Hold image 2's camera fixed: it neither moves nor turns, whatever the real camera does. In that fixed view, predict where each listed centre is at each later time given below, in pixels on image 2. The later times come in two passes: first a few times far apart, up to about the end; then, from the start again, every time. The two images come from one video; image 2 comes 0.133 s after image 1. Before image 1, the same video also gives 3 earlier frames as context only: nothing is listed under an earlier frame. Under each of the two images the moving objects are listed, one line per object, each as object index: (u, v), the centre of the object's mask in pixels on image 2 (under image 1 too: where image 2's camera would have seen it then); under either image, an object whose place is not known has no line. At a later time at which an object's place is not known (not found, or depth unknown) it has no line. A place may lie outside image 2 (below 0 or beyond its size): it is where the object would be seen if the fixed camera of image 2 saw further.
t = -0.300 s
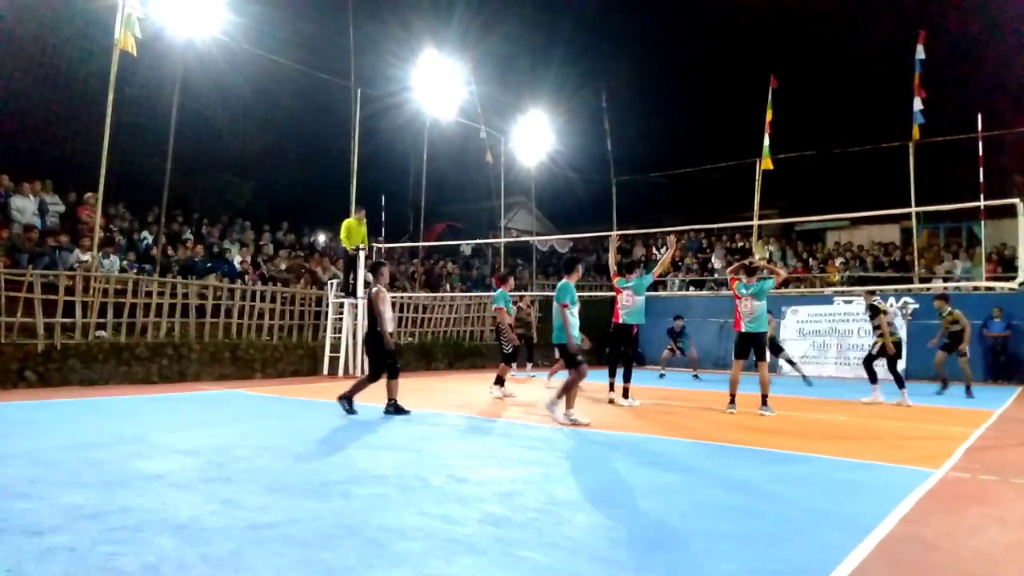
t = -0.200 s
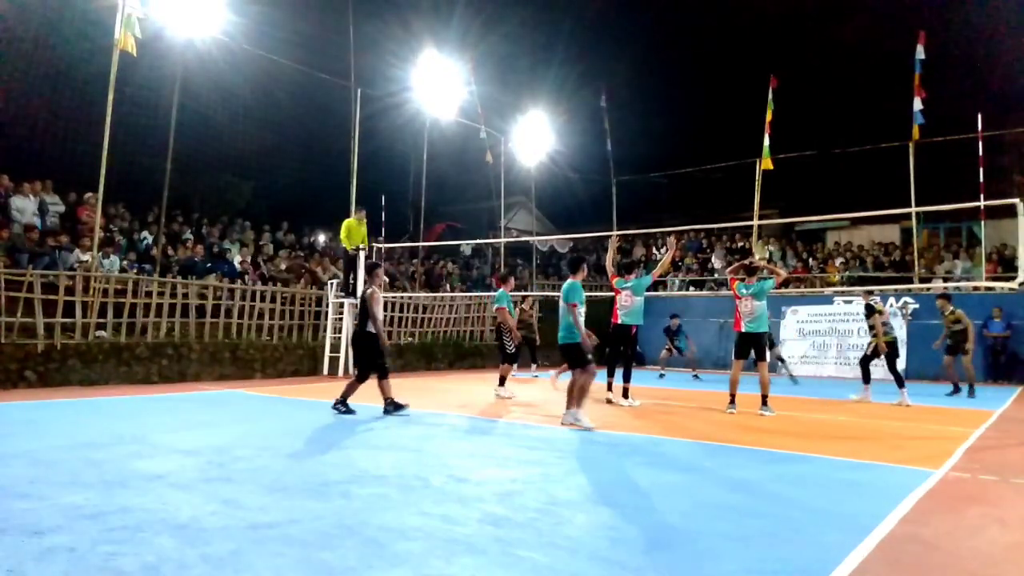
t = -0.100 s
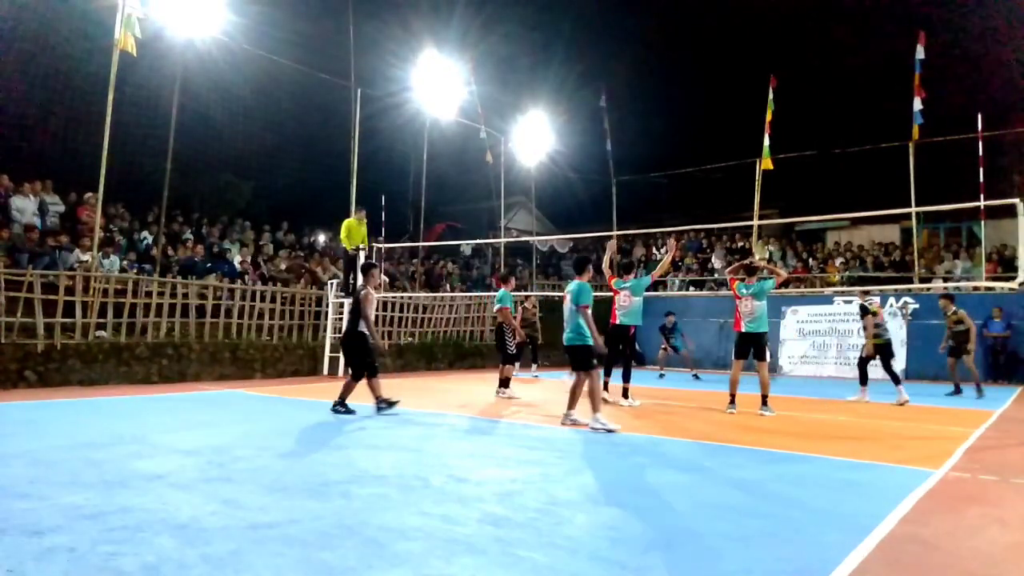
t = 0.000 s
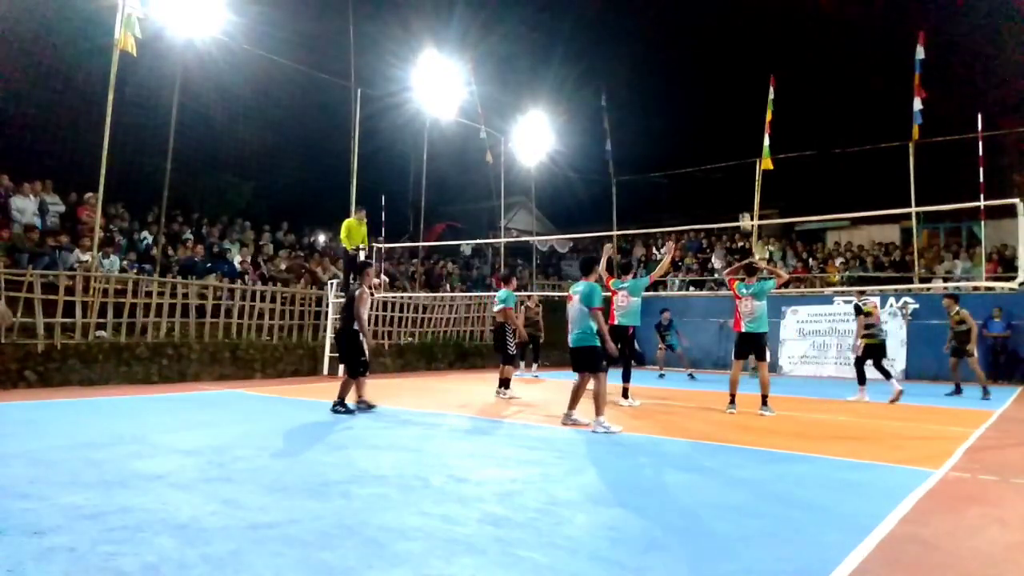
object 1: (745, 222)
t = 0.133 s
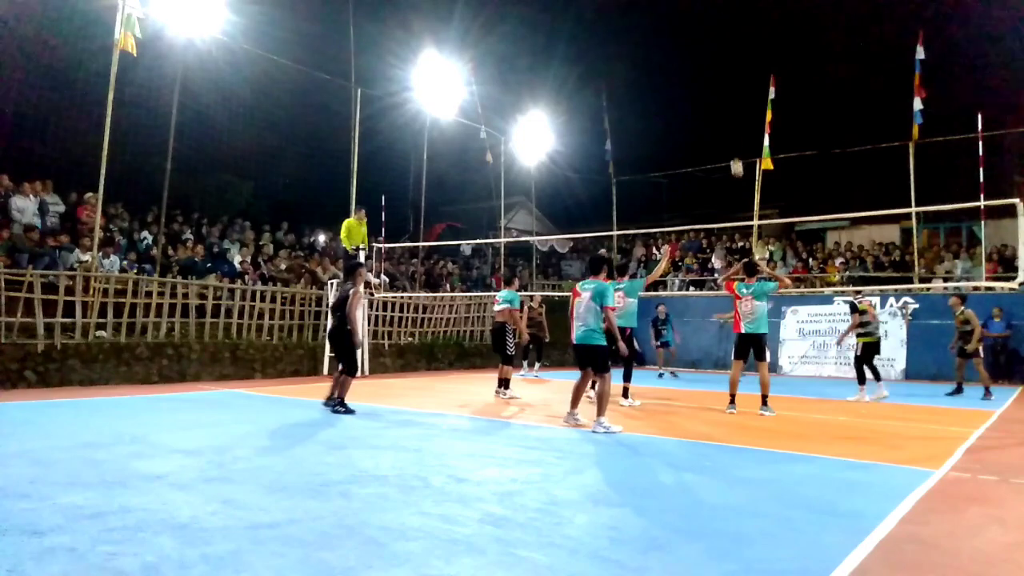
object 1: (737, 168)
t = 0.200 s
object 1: (732, 141)
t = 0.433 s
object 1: (719, 69)
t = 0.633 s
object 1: (707, 27)
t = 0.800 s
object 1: (698, 6)
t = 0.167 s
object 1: (734, 154)
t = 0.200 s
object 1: (732, 141)
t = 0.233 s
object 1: (730, 130)
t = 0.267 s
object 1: (728, 118)
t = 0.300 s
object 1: (726, 107)
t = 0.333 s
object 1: (724, 98)
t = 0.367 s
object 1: (723, 88)
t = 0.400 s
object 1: (721, 77)
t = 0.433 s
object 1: (719, 69)
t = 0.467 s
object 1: (717, 61)
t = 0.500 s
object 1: (715, 53)
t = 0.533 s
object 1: (713, 46)
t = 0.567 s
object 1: (711, 39)
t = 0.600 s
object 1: (709, 33)
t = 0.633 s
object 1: (707, 27)
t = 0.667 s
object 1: (705, 22)
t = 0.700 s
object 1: (704, 17)
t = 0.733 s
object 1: (702, 13)
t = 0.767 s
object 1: (700, 9)
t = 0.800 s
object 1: (698, 6)
